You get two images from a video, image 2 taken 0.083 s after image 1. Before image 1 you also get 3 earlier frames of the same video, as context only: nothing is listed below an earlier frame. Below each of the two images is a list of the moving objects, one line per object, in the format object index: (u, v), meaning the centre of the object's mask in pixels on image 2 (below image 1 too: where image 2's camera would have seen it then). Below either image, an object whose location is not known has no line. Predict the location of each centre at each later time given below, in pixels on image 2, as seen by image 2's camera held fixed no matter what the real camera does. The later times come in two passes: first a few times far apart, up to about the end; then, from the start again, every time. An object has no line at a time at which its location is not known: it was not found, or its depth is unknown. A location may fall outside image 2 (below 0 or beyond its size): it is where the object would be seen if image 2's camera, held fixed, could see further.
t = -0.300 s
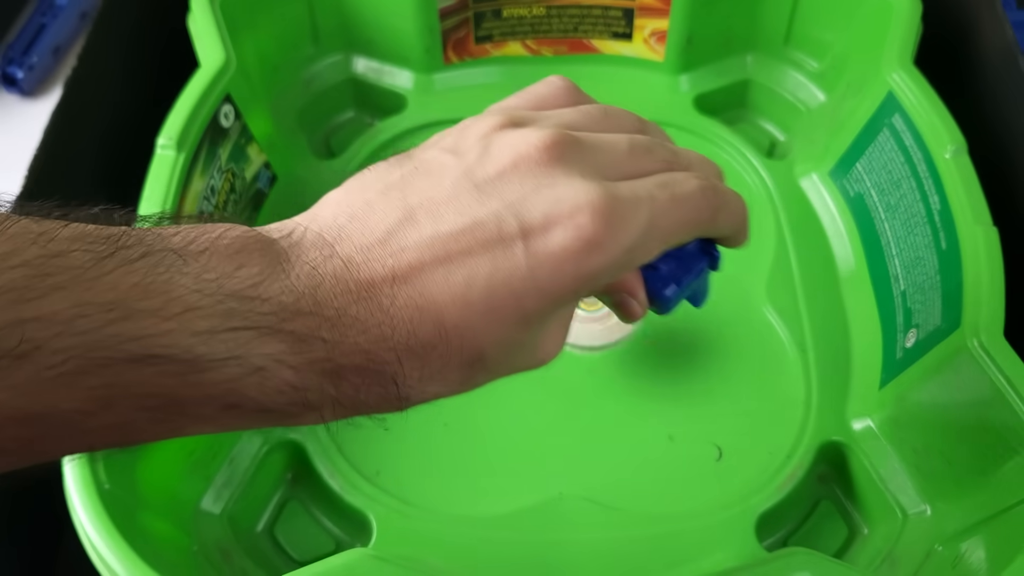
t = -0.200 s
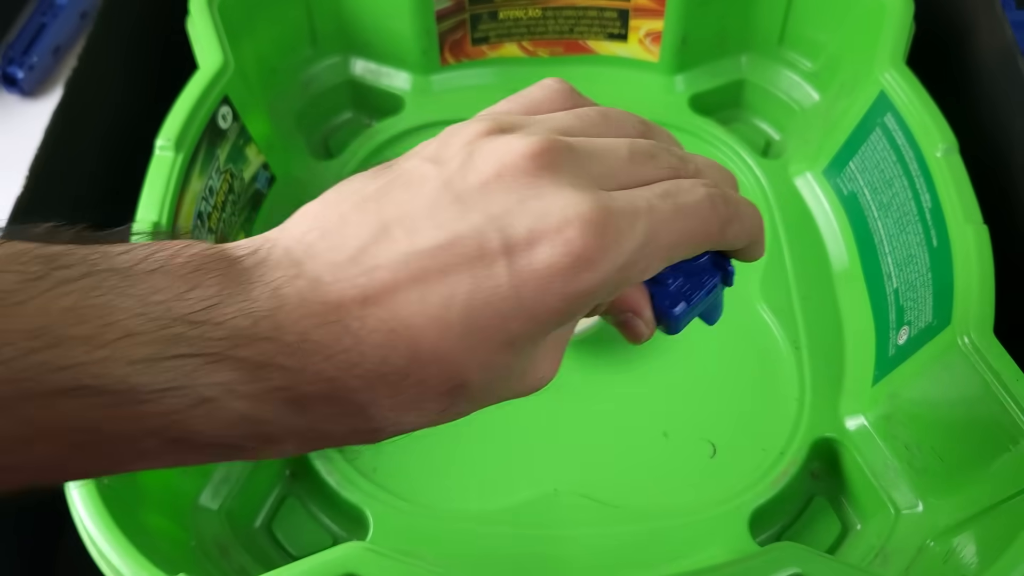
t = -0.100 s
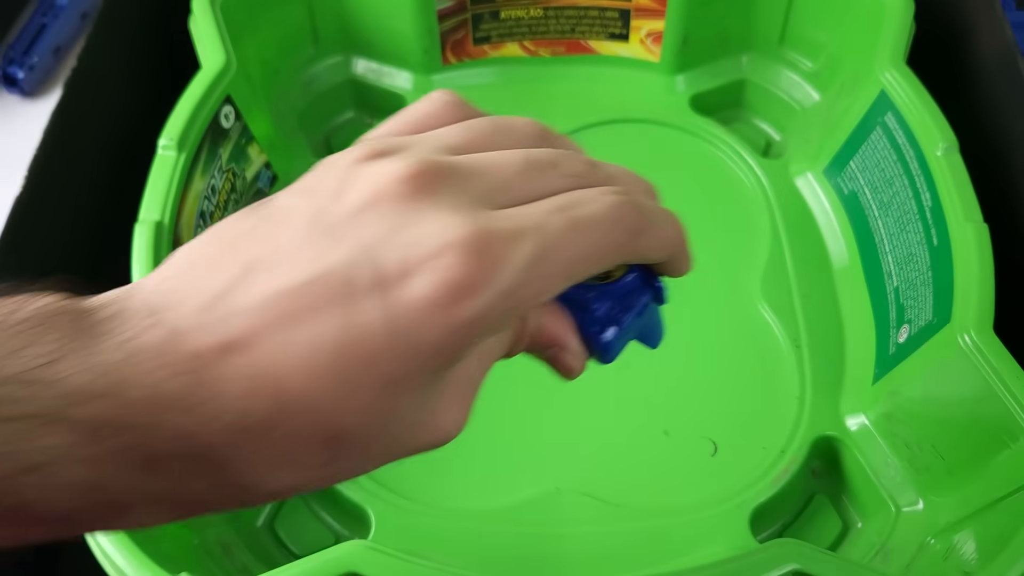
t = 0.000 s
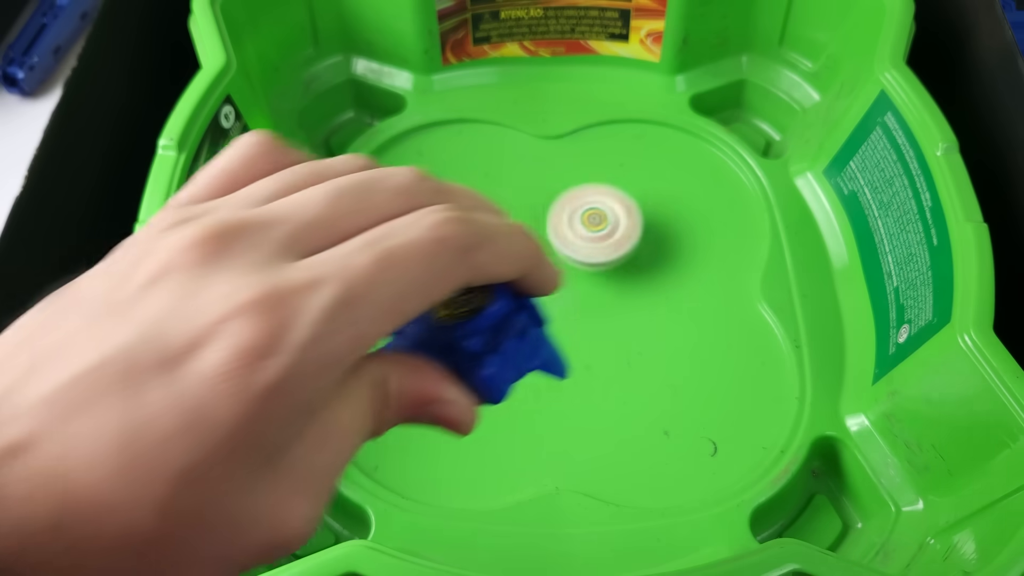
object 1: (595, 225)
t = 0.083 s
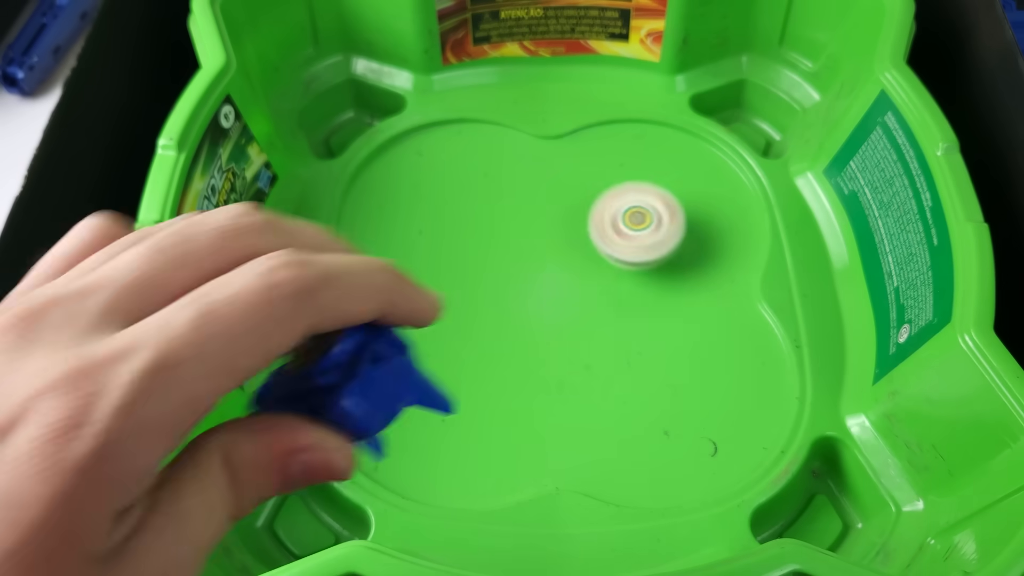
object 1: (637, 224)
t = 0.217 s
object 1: (667, 265)
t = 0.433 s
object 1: (563, 306)
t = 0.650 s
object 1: (512, 211)
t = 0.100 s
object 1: (644, 227)
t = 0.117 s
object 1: (650, 230)
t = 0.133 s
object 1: (656, 234)
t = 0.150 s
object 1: (661, 239)
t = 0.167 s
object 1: (664, 245)
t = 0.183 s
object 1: (666, 251)
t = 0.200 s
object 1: (667, 258)
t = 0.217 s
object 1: (667, 265)
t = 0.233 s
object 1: (665, 271)
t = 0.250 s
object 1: (662, 278)
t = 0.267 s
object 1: (657, 284)
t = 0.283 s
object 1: (651, 290)
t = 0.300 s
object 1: (644, 295)
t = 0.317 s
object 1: (636, 300)
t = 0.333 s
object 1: (627, 304)
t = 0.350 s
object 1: (618, 308)
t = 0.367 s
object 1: (607, 309)
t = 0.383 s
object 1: (596, 311)
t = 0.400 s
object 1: (585, 311)
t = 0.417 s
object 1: (574, 309)
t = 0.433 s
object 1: (563, 306)
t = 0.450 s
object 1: (553, 302)
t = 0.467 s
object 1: (544, 297)
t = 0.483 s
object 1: (535, 291)
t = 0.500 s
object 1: (528, 284)
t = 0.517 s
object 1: (521, 277)
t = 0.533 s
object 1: (516, 269)
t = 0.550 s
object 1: (512, 261)
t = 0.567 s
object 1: (509, 252)
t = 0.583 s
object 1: (507, 243)
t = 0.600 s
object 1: (507, 235)
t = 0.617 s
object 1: (507, 226)
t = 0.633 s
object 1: (509, 218)
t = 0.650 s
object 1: (512, 211)
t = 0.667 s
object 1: (516, 204)
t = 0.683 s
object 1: (521, 197)
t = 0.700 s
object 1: (526, 192)
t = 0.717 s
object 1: (533, 187)
